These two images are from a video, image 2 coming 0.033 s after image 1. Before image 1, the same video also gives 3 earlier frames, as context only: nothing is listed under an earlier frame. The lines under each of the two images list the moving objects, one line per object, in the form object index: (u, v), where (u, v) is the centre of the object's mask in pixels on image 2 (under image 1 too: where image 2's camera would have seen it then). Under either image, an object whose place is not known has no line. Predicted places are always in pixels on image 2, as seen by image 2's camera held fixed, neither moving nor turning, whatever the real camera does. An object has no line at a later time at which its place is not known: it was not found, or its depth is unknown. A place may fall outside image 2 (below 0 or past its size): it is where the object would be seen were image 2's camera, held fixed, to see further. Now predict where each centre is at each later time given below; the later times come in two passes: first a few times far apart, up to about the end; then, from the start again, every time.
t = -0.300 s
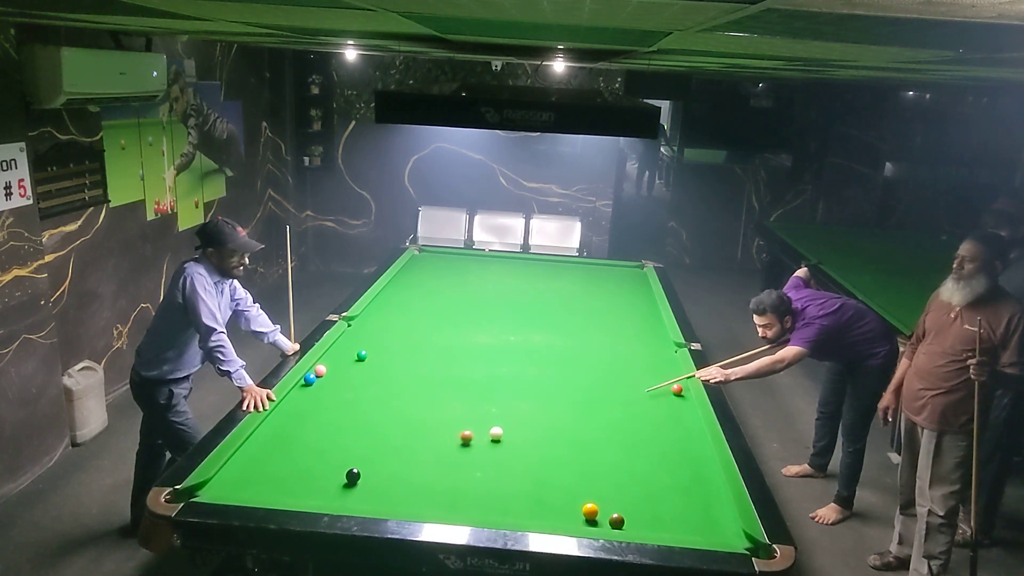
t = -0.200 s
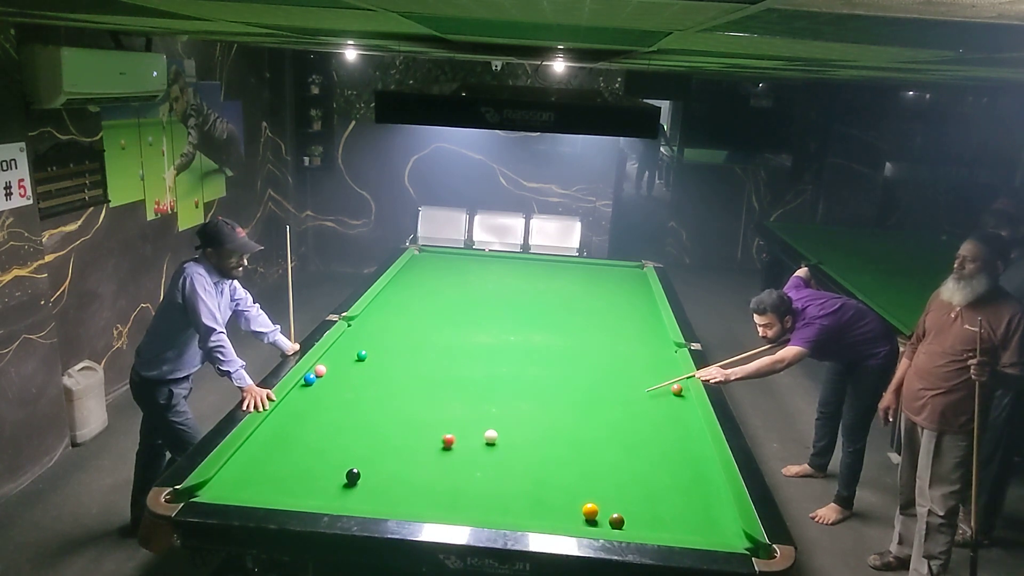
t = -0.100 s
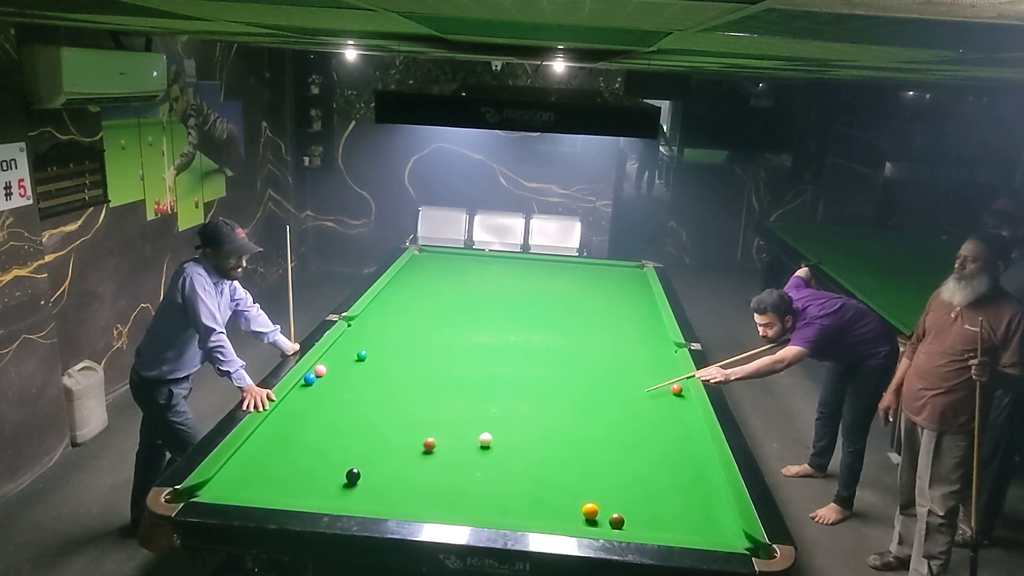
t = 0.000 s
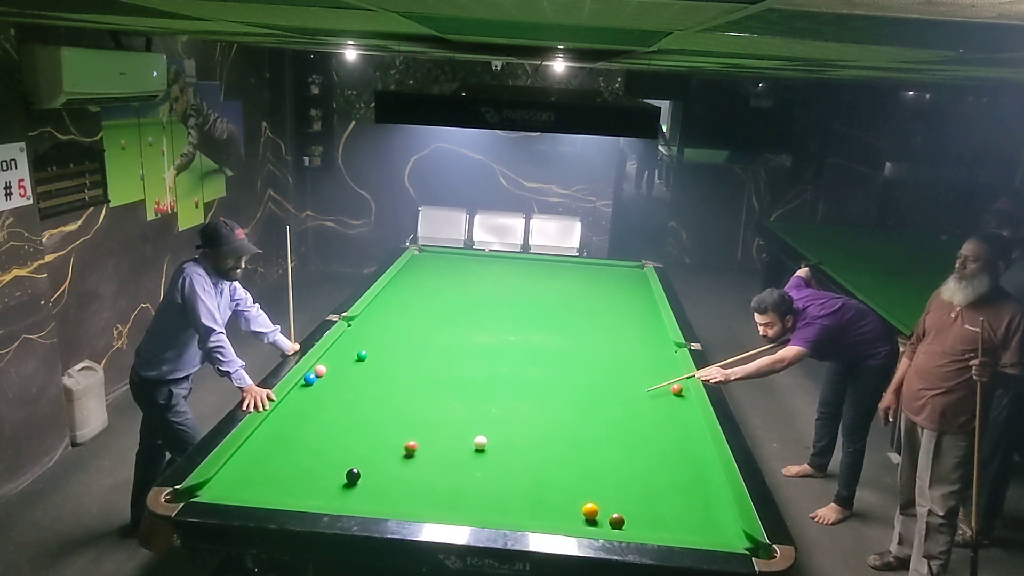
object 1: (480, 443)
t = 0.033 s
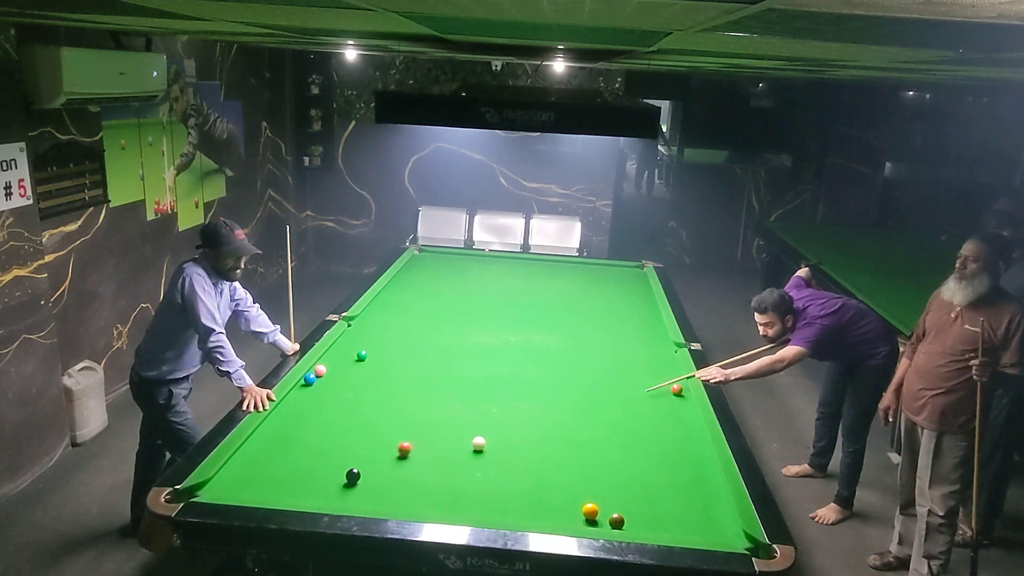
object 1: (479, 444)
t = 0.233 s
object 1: (469, 450)
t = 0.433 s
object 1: (459, 455)
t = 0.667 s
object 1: (448, 462)
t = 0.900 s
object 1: (439, 467)
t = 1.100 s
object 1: (431, 472)
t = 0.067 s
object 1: (477, 445)
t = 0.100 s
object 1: (475, 446)
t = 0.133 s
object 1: (474, 447)
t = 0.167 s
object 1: (472, 448)
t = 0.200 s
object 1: (470, 449)
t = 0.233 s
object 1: (469, 450)
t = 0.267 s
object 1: (467, 451)
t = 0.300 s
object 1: (465, 452)
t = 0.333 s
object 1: (464, 453)
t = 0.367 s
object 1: (462, 454)
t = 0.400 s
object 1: (461, 455)
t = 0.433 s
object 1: (459, 455)
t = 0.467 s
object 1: (457, 456)
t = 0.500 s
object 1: (456, 457)
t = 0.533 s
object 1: (454, 458)
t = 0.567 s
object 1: (453, 459)
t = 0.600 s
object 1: (451, 460)
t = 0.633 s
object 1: (450, 461)
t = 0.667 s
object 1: (448, 462)
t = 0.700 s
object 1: (447, 462)
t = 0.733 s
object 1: (446, 463)
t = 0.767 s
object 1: (444, 464)
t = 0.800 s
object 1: (443, 465)
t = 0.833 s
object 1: (442, 466)
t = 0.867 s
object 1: (440, 466)
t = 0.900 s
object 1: (439, 467)
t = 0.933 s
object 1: (437, 468)
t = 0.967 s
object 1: (436, 469)
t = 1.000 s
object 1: (435, 469)
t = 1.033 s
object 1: (434, 470)
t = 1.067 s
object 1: (432, 471)
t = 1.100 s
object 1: (431, 472)
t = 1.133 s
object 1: (430, 472)
